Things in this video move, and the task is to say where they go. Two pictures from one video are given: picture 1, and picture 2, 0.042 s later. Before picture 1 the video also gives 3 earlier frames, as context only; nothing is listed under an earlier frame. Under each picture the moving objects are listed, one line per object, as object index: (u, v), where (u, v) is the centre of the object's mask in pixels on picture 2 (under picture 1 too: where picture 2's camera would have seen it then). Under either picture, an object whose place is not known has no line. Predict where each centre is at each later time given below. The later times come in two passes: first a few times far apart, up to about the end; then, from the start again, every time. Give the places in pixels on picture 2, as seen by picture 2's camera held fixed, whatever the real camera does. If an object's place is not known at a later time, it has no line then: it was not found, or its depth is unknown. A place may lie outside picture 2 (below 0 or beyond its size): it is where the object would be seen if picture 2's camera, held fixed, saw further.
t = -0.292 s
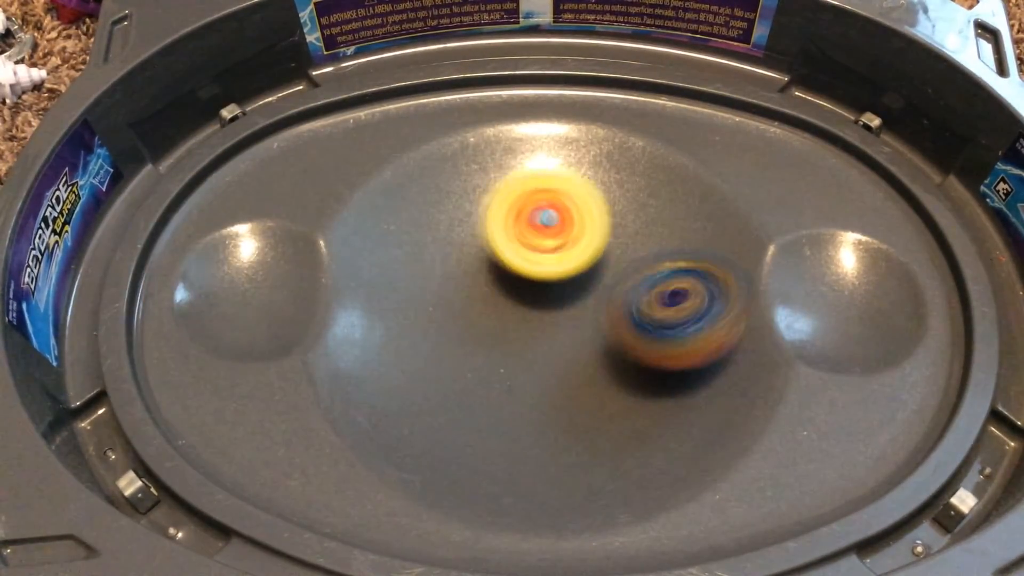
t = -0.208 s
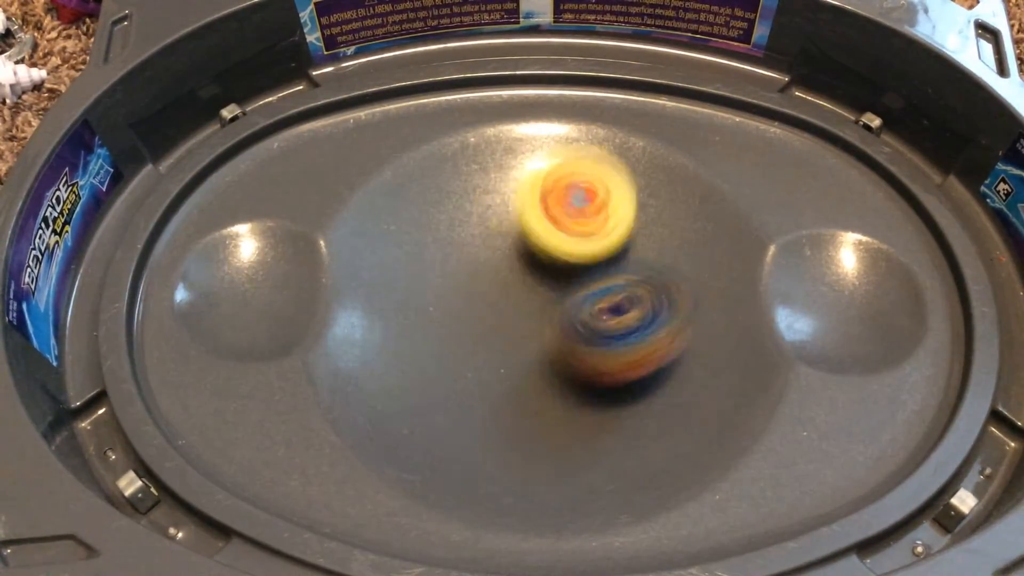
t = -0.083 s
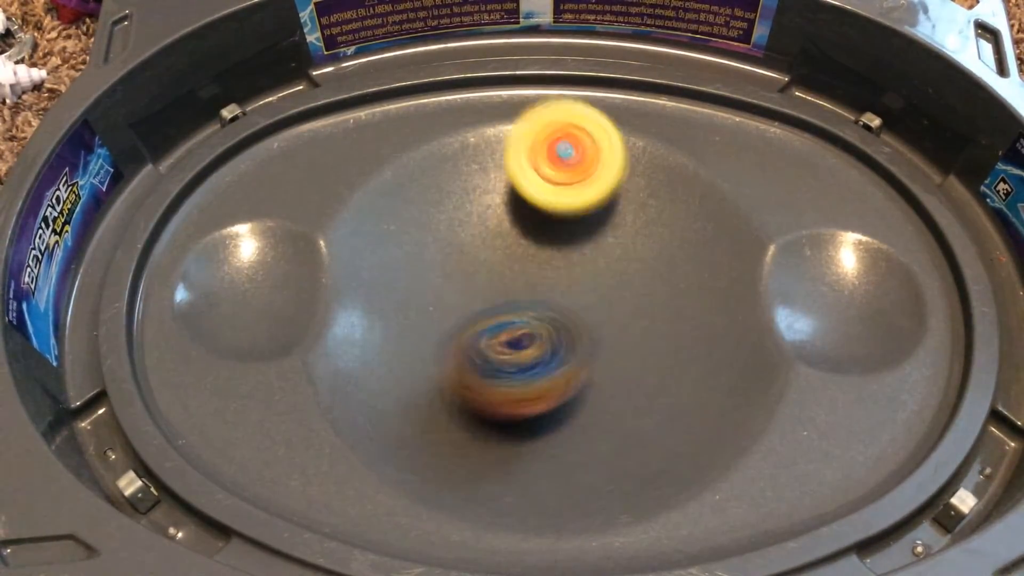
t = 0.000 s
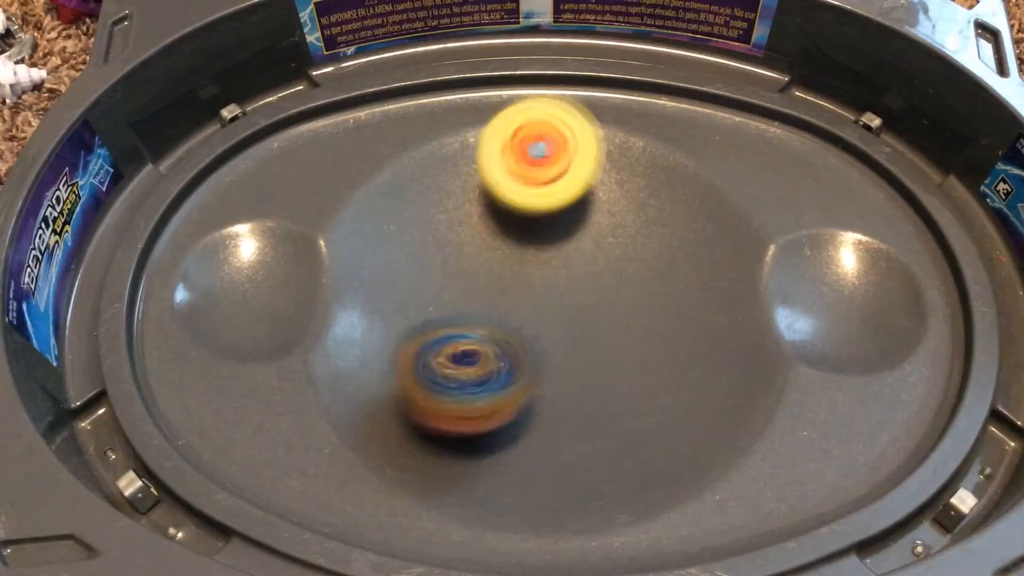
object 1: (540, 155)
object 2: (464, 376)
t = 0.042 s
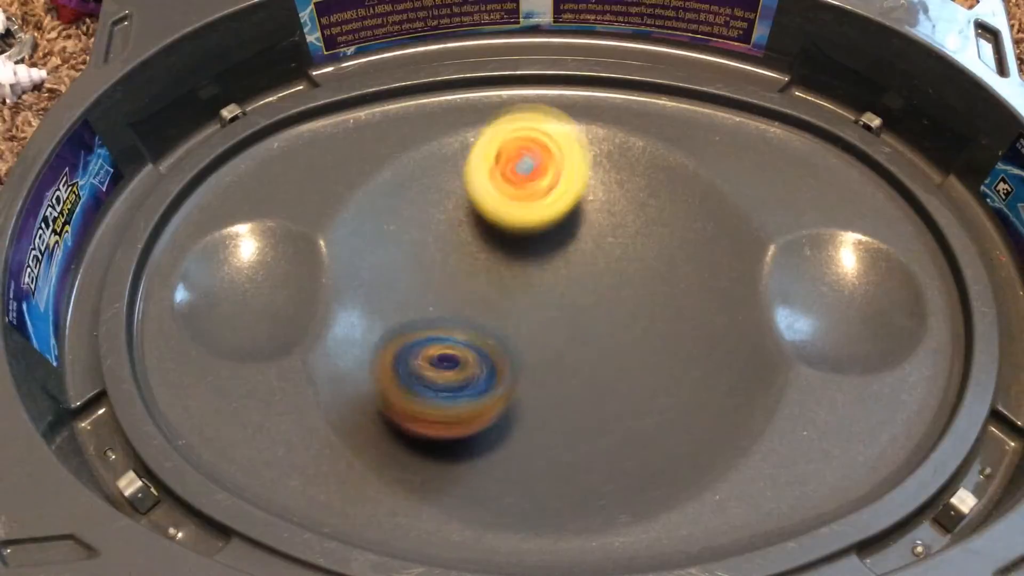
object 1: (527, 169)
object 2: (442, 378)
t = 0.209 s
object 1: (532, 270)
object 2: (420, 366)
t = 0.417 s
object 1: (662, 353)
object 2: (376, 297)
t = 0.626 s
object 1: (658, 355)
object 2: (426, 238)
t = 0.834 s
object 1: (538, 327)
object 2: (554, 217)
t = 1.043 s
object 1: (440, 279)
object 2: (670, 246)
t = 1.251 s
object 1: (412, 254)
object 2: (681, 322)
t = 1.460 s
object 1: (510, 262)
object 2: (578, 376)
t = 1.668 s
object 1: (614, 254)
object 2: (454, 350)
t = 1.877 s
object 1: (674, 266)
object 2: (426, 270)
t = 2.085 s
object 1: (621, 312)
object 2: (495, 223)
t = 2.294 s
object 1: (523, 354)
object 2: (603, 225)
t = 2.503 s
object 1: (446, 329)
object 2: (636, 274)
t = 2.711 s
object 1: (445, 272)
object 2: (575, 328)
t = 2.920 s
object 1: (486, 209)
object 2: (460, 353)
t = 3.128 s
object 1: (556, 249)
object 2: (446, 358)
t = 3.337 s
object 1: (577, 324)
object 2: (473, 366)
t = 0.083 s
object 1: (521, 195)
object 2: (429, 378)
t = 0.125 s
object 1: (520, 220)
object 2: (420, 376)
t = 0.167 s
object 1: (524, 245)
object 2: (418, 372)
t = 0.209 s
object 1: (532, 270)
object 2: (420, 366)
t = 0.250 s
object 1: (543, 295)
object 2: (426, 356)
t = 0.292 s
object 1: (567, 316)
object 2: (420, 342)
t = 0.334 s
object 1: (609, 333)
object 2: (393, 325)
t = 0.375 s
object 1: (642, 345)
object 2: (383, 310)
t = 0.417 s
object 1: (662, 353)
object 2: (376, 297)
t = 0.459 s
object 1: (674, 360)
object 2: (377, 282)
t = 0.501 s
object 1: (682, 364)
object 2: (382, 270)
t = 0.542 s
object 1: (683, 363)
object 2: (392, 260)
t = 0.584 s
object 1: (674, 359)
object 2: (411, 249)
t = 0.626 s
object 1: (658, 355)
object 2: (426, 238)
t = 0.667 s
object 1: (636, 351)
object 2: (450, 231)
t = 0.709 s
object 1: (610, 346)
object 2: (477, 225)
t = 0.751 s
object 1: (586, 340)
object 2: (501, 221)
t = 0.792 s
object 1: (561, 333)
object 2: (529, 217)
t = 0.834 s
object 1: (538, 327)
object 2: (554, 217)
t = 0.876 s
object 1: (517, 319)
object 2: (584, 218)
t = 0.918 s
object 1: (494, 309)
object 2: (607, 220)
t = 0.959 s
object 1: (475, 299)
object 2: (633, 226)
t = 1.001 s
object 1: (456, 288)
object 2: (654, 233)
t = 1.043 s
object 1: (440, 279)
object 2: (670, 246)
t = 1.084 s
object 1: (425, 269)
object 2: (684, 260)
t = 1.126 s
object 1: (412, 260)
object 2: (691, 275)
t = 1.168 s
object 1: (407, 255)
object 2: (692, 291)
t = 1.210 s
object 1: (407, 253)
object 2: (689, 308)
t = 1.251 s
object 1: (412, 254)
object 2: (681, 322)
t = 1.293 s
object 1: (425, 255)
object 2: (666, 339)
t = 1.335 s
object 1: (444, 258)
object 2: (648, 353)
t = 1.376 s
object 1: (466, 259)
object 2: (628, 363)
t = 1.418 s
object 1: (487, 260)
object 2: (605, 371)
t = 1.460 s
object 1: (510, 262)
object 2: (578, 376)
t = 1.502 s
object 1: (533, 260)
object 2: (544, 381)
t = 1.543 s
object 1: (556, 257)
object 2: (516, 377)
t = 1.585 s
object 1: (577, 256)
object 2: (492, 371)
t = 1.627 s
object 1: (595, 254)
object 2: (475, 363)
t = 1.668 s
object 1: (614, 254)
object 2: (454, 350)
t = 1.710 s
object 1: (633, 255)
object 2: (440, 335)
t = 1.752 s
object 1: (648, 256)
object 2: (431, 319)
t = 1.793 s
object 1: (662, 259)
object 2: (425, 302)
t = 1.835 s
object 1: (671, 262)
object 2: (424, 285)
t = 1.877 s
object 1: (674, 266)
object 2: (426, 270)
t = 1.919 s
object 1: (671, 272)
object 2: (436, 256)
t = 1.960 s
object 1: (663, 281)
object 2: (445, 244)
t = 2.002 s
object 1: (651, 292)
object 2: (462, 234)
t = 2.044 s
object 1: (635, 303)
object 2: (477, 226)
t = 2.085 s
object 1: (621, 312)
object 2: (495, 223)
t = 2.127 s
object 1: (602, 323)
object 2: (519, 223)
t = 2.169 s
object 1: (584, 330)
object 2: (536, 226)
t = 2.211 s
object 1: (565, 340)
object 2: (560, 227)
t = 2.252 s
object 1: (541, 351)
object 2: (586, 221)
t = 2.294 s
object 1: (523, 354)
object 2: (603, 225)
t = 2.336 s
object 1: (504, 355)
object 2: (610, 227)
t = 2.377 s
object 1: (485, 352)
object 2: (625, 231)
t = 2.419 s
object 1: (471, 346)
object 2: (635, 246)
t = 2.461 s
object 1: (457, 339)
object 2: (638, 263)
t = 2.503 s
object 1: (446, 329)
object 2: (636, 274)
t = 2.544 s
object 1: (439, 317)
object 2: (634, 286)
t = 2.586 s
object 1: (435, 307)
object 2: (625, 300)
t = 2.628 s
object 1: (435, 294)
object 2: (608, 313)
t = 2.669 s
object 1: (438, 282)
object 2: (591, 323)
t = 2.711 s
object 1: (445, 272)
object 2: (575, 328)
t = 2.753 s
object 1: (451, 256)
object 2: (560, 332)
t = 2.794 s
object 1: (458, 232)
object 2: (539, 339)
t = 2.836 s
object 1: (467, 219)
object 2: (510, 345)
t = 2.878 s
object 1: (475, 212)
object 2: (476, 352)
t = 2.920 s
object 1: (486, 209)
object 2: (460, 353)
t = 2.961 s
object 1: (499, 208)
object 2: (444, 356)
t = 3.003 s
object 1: (517, 211)
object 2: (435, 356)
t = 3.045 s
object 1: (533, 219)
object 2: (433, 355)
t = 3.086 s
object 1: (545, 232)
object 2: (437, 356)
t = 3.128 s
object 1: (556, 249)
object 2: (446, 358)
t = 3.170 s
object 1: (561, 262)
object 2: (458, 359)
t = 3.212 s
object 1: (563, 278)
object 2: (468, 364)
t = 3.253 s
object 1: (563, 294)
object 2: (474, 367)
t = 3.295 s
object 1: (568, 312)
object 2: (473, 366)
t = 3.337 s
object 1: (577, 324)
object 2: (473, 366)
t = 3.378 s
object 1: (589, 340)
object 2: (473, 365)
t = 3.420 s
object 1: (601, 349)
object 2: (467, 359)
